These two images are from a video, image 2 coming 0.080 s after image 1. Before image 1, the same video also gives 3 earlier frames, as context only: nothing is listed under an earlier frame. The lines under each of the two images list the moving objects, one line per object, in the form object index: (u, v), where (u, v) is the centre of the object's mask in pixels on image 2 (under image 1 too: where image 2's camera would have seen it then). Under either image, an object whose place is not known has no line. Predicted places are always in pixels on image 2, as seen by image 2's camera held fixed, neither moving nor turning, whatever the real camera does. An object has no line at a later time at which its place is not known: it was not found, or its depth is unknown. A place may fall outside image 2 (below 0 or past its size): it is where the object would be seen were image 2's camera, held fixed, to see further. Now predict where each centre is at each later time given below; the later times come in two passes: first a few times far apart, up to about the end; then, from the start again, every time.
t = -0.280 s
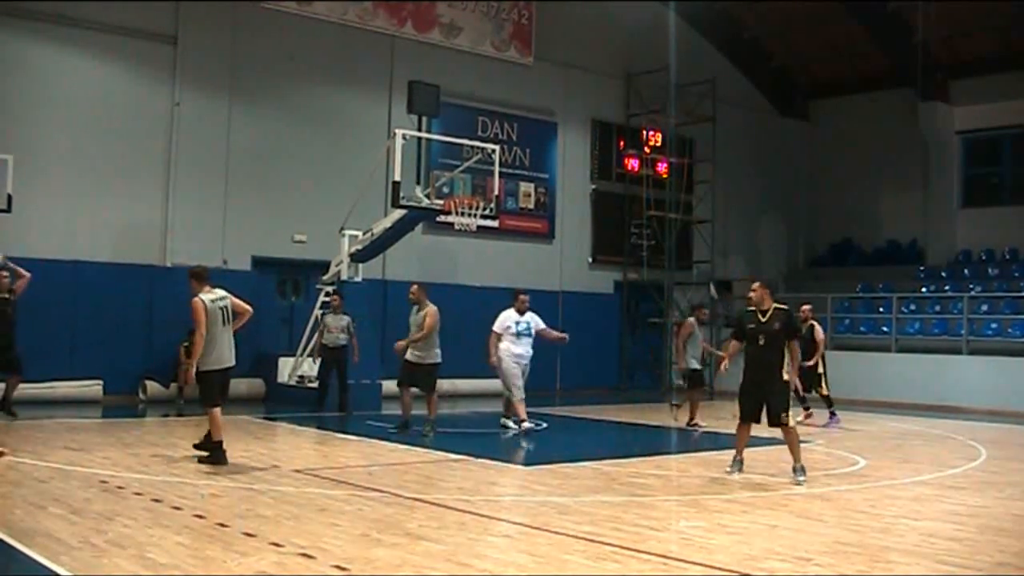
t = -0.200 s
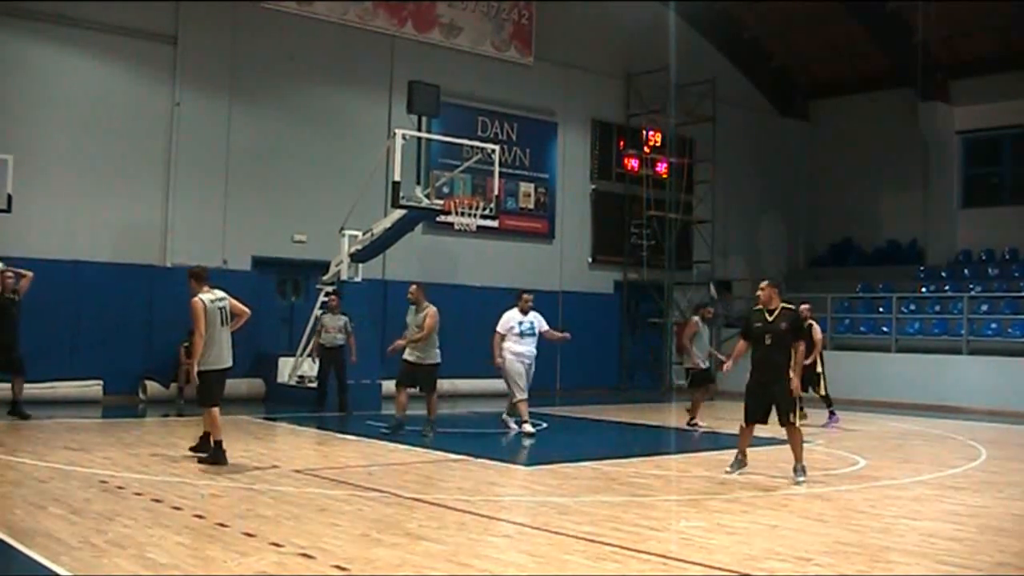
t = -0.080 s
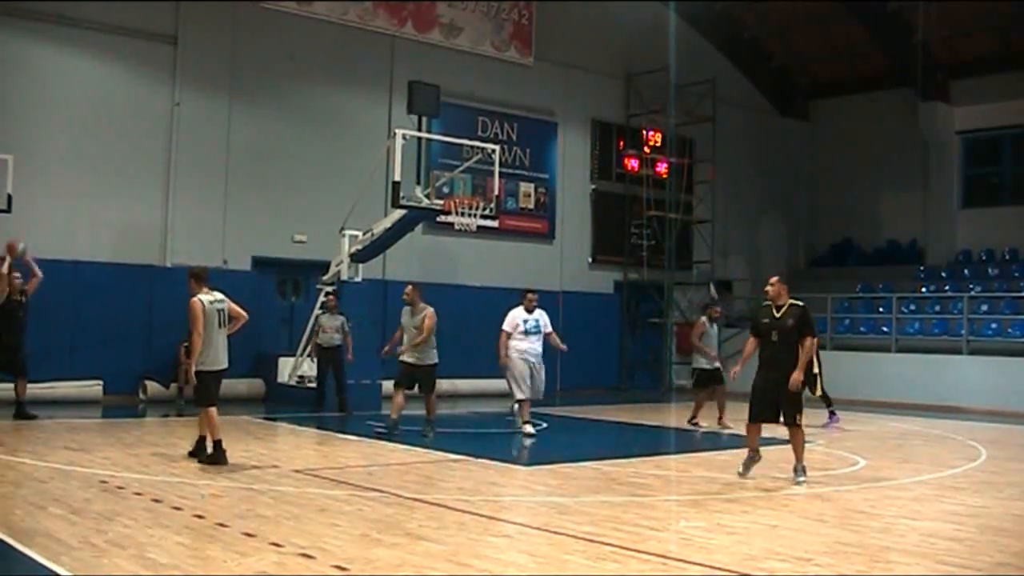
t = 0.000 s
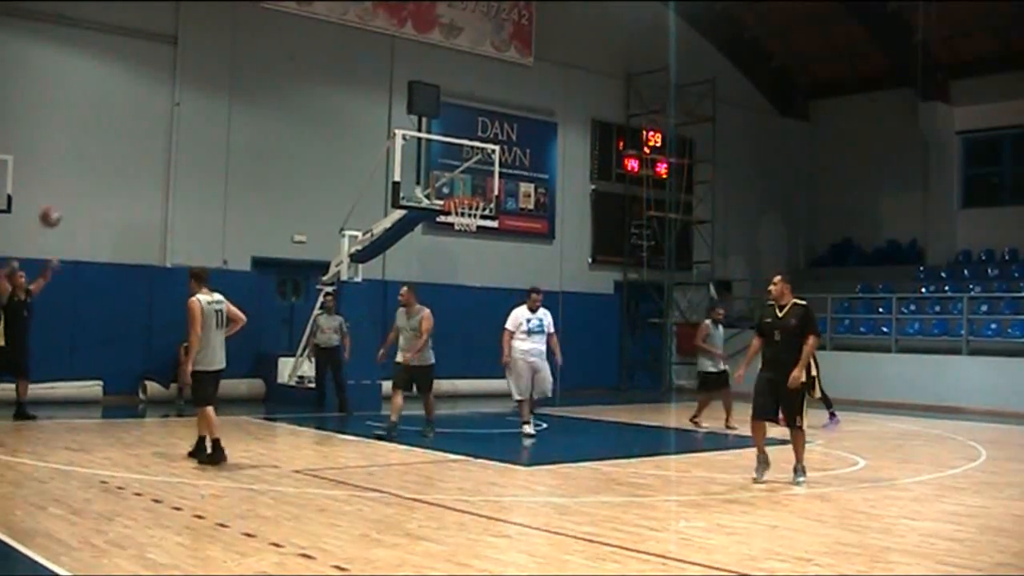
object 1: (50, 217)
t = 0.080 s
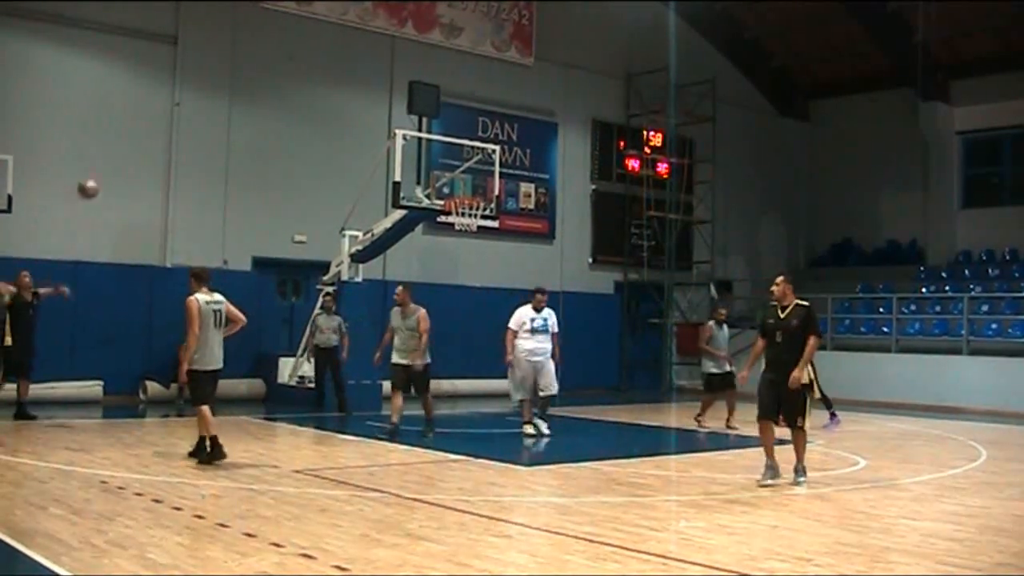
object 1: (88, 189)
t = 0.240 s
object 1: (167, 143)
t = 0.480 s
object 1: (301, 112)
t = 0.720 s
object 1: (455, 135)
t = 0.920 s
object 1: (605, 212)
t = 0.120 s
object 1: (107, 176)
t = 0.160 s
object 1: (126, 164)
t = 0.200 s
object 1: (146, 152)
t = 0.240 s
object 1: (167, 143)
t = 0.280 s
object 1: (189, 134)
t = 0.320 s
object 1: (209, 128)
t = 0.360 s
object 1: (232, 122)
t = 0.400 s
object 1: (255, 117)
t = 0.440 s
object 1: (278, 114)
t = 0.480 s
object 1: (301, 112)
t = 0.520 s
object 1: (326, 112)
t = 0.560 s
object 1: (349, 113)
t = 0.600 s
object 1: (374, 115)
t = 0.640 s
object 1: (401, 121)
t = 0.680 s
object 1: (428, 127)
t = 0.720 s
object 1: (455, 135)
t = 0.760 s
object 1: (484, 144)
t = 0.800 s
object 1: (514, 158)
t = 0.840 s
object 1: (543, 173)
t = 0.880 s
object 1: (572, 191)
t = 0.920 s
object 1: (605, 212)
